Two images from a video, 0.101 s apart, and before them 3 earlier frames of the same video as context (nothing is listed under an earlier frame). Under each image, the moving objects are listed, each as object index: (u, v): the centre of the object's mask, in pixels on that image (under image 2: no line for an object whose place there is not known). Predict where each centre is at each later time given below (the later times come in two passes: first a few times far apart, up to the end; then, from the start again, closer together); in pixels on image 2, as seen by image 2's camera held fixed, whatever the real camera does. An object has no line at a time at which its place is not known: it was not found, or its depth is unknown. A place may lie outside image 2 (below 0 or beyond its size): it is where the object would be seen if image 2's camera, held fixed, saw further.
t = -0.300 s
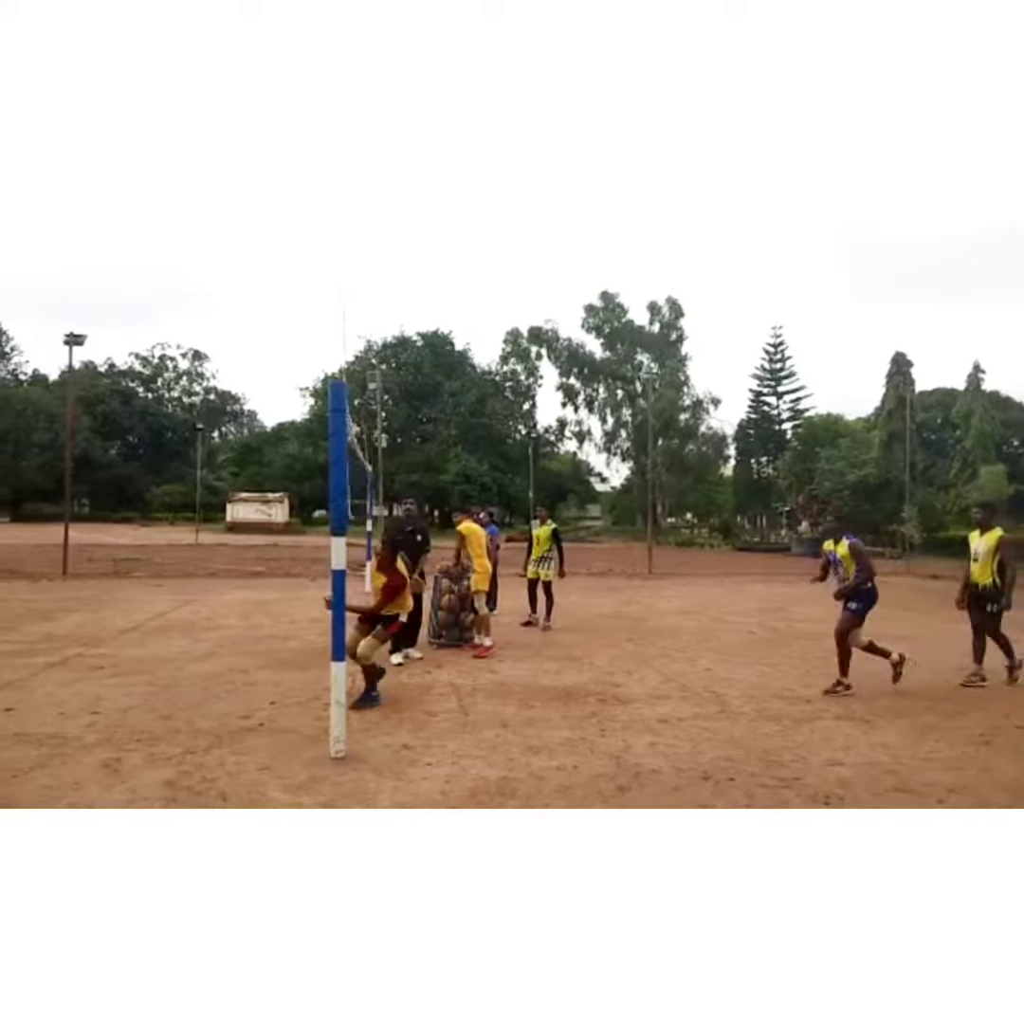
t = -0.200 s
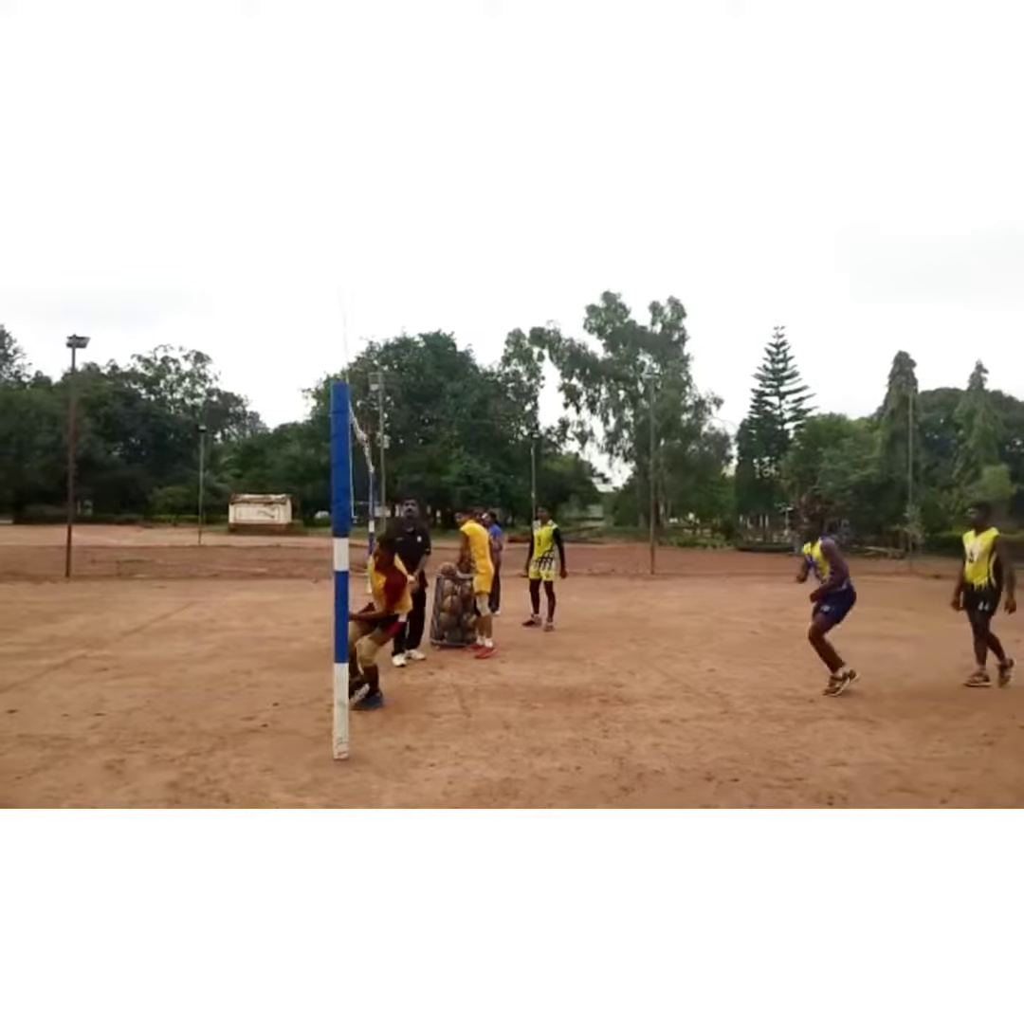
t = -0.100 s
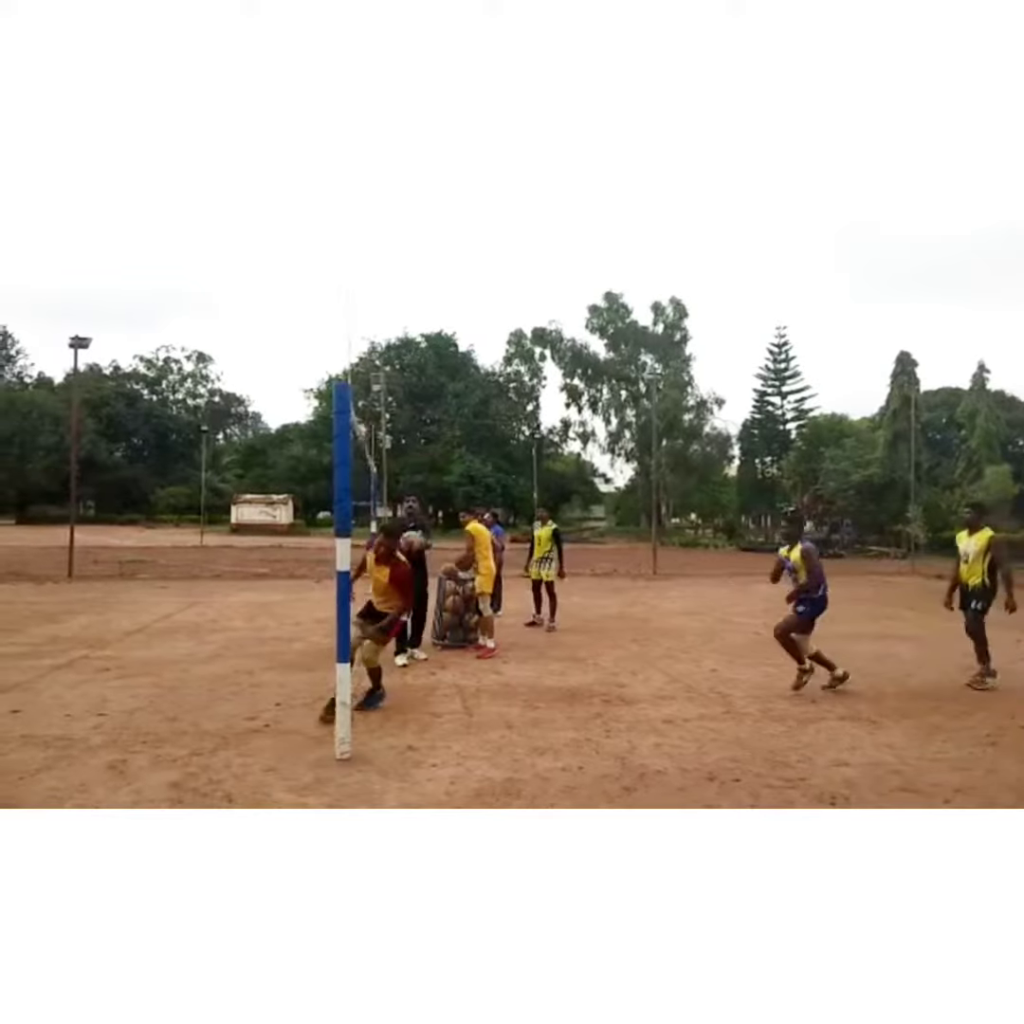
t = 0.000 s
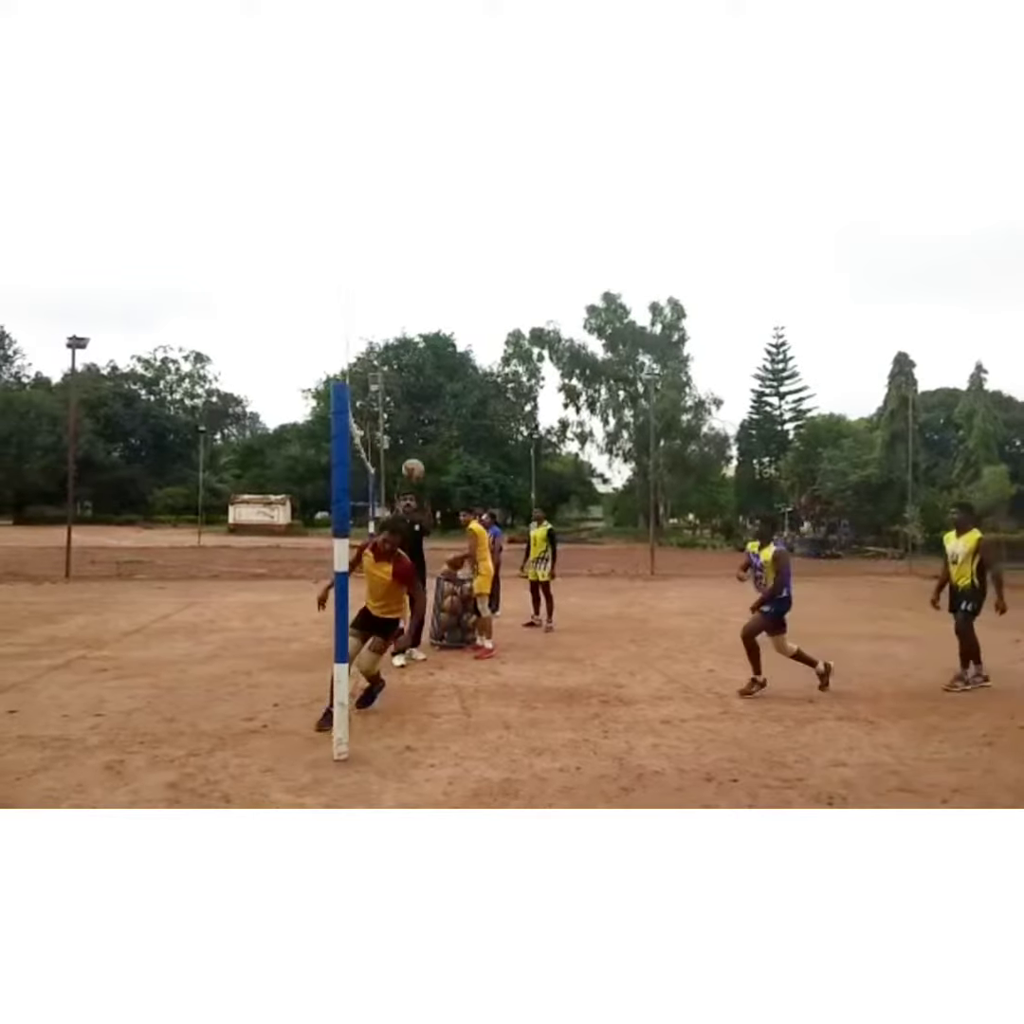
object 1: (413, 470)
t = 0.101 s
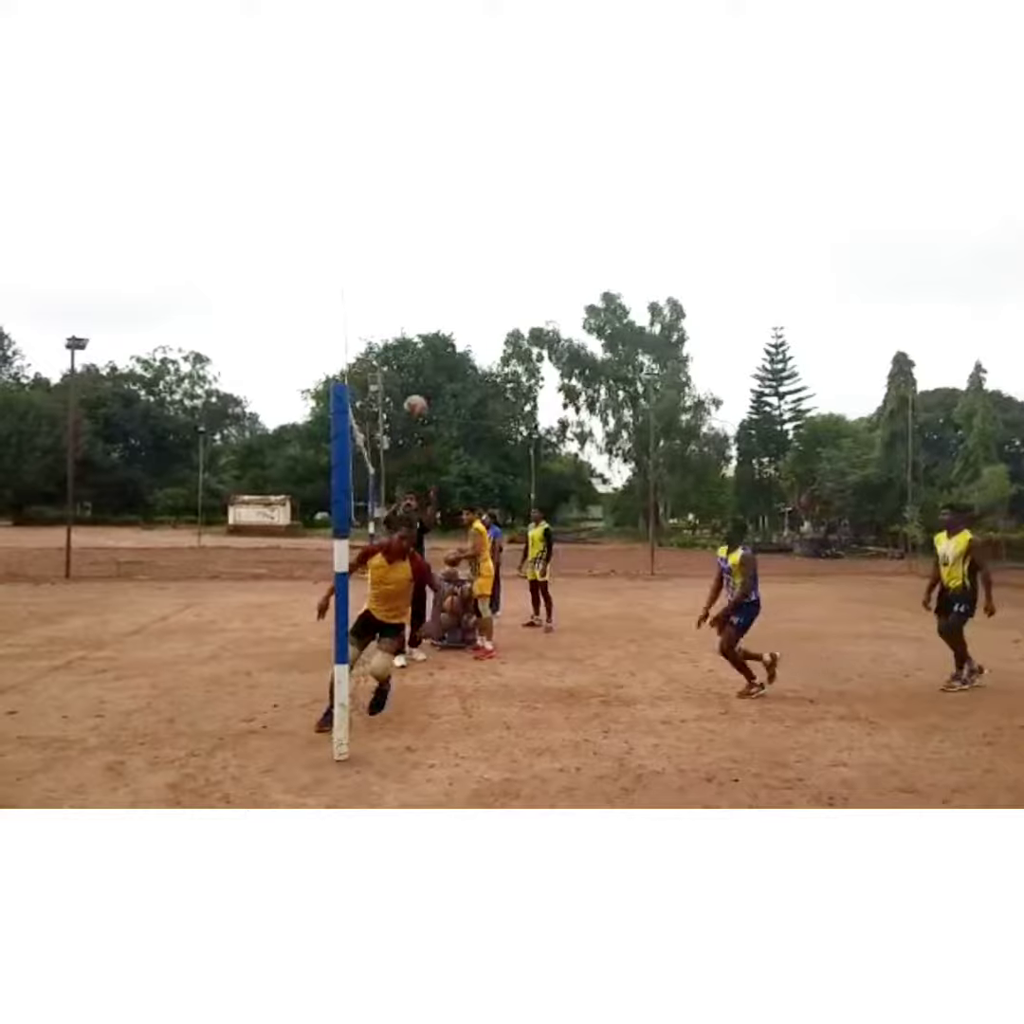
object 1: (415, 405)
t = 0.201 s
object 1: (417, 348)
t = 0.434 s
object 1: (420, 255)
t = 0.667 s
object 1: (424, 215)
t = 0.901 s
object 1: (430, 233)
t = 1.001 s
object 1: (432, 261)
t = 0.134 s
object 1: (416, 385)
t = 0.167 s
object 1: (417, 366)
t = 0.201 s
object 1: (417, 348)
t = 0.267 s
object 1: (418, 318)
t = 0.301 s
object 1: (418, 304)
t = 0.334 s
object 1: (419, 290)
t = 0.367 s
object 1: (419, 277)
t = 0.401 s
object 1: (419, 266)
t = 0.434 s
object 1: (420, 255)
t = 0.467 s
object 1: (420, 246)
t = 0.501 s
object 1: (421, 238)
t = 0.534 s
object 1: (422, 230)
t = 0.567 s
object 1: (422, 224)
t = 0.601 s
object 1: (423, 220)
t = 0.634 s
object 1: (423, 216)
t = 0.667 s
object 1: (424, 215)
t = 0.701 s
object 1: (425, 214)
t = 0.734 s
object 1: (426, 214)
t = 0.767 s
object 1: (427, 215)
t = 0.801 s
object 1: (427, 217)
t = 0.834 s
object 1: (428, 221)
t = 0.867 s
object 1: (429, 227)
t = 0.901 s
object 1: (430, 233)
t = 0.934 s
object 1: (430, 241)
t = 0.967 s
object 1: (431, 250)
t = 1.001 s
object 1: (432, 261)
